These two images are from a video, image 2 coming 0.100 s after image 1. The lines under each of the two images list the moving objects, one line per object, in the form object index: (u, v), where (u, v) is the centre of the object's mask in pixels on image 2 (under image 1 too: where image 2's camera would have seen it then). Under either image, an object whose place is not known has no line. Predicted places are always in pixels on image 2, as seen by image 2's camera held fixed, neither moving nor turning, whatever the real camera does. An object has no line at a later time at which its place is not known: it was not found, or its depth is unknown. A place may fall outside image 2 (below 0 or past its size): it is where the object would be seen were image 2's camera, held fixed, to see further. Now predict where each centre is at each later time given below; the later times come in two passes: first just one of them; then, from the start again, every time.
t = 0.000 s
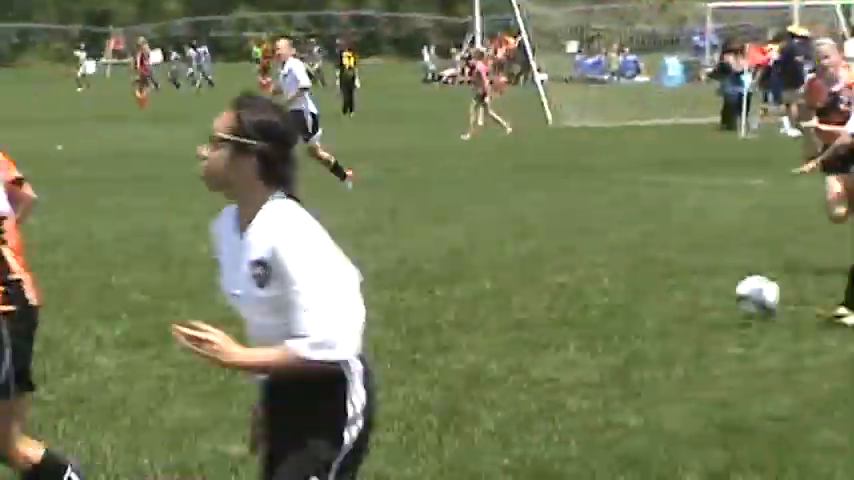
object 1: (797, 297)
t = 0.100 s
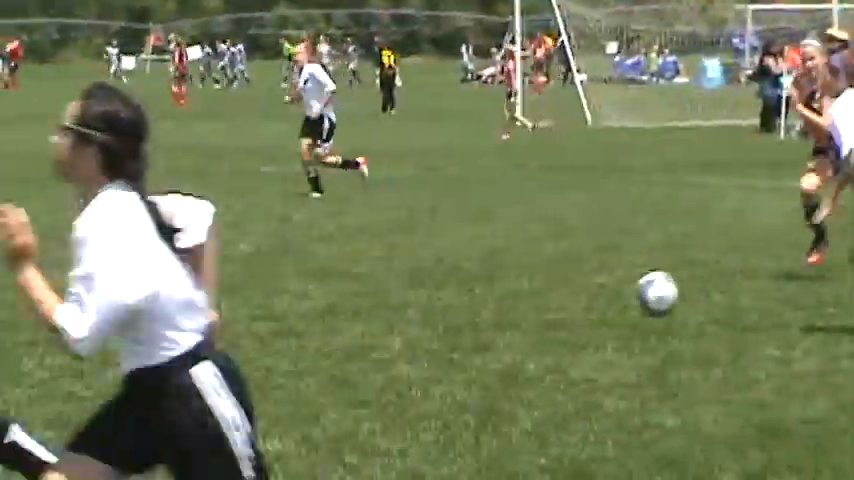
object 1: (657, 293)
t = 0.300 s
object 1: (396, 318)
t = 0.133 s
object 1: (612, 295)
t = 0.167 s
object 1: (567, 299)
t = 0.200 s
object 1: (522, 305)
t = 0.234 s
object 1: (474, 312)
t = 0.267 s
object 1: (430, 320)
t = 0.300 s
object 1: (396, 318)
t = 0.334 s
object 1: (365, 318)
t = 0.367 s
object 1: (335, 316)
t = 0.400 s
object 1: (304, 318)
